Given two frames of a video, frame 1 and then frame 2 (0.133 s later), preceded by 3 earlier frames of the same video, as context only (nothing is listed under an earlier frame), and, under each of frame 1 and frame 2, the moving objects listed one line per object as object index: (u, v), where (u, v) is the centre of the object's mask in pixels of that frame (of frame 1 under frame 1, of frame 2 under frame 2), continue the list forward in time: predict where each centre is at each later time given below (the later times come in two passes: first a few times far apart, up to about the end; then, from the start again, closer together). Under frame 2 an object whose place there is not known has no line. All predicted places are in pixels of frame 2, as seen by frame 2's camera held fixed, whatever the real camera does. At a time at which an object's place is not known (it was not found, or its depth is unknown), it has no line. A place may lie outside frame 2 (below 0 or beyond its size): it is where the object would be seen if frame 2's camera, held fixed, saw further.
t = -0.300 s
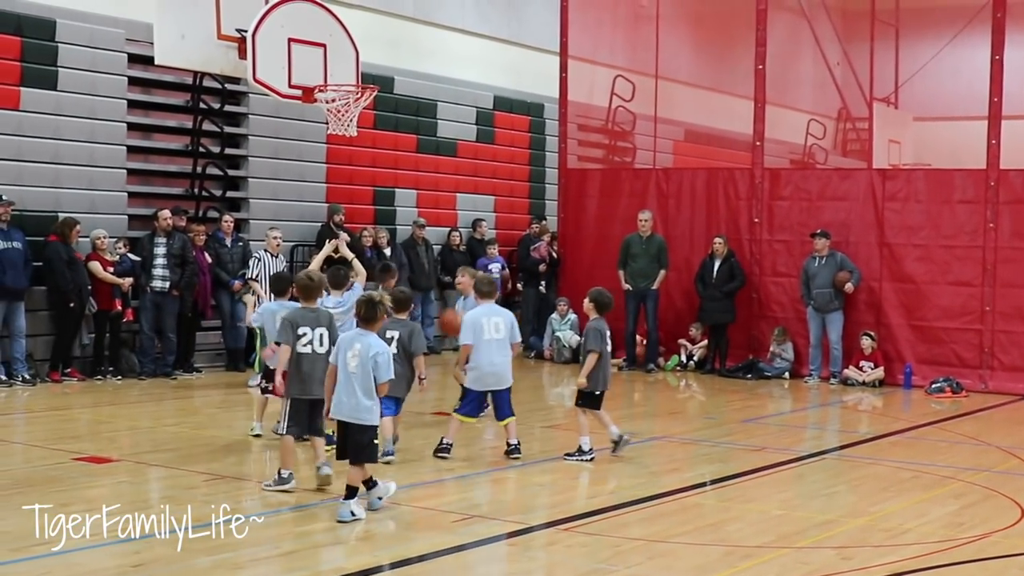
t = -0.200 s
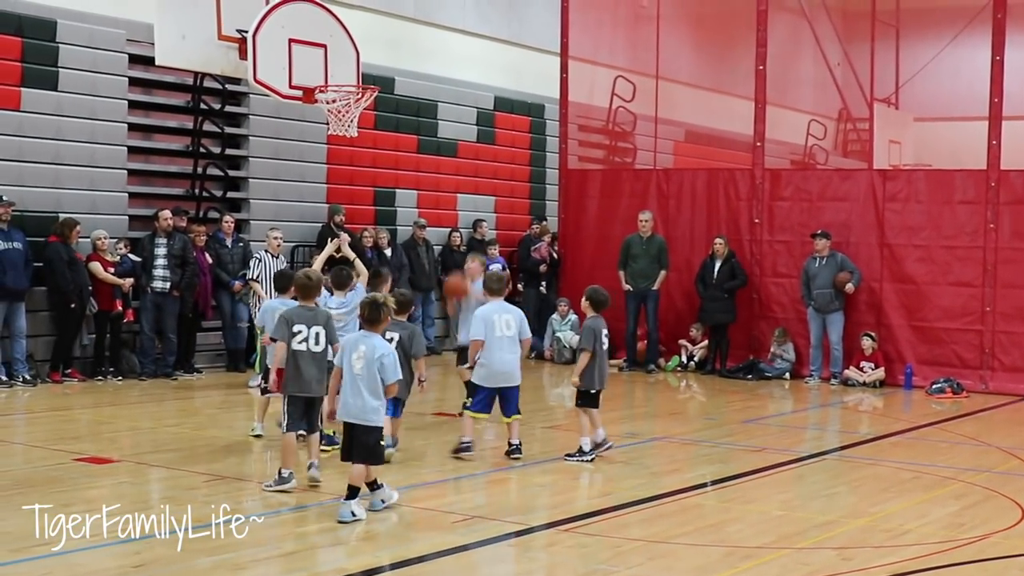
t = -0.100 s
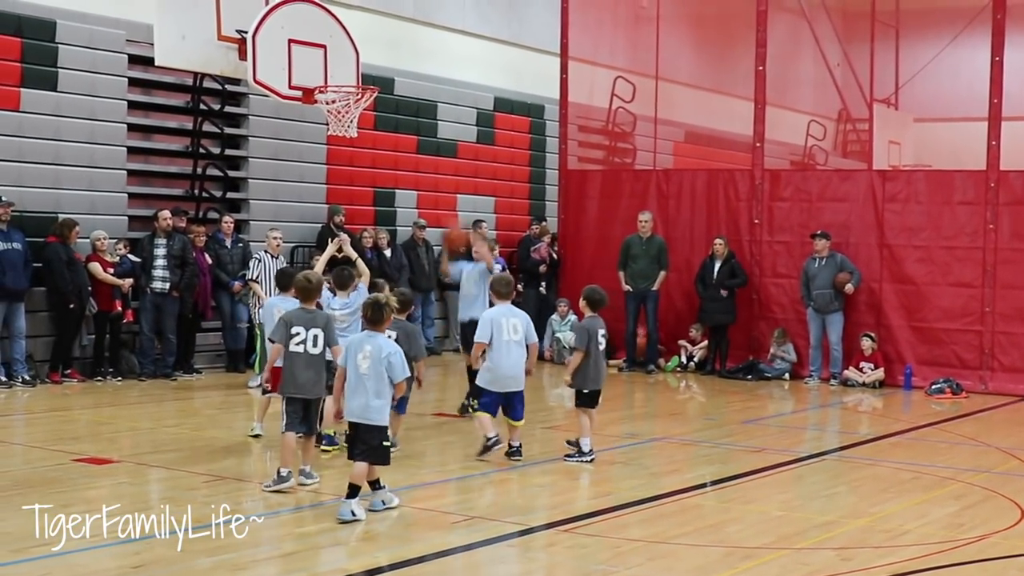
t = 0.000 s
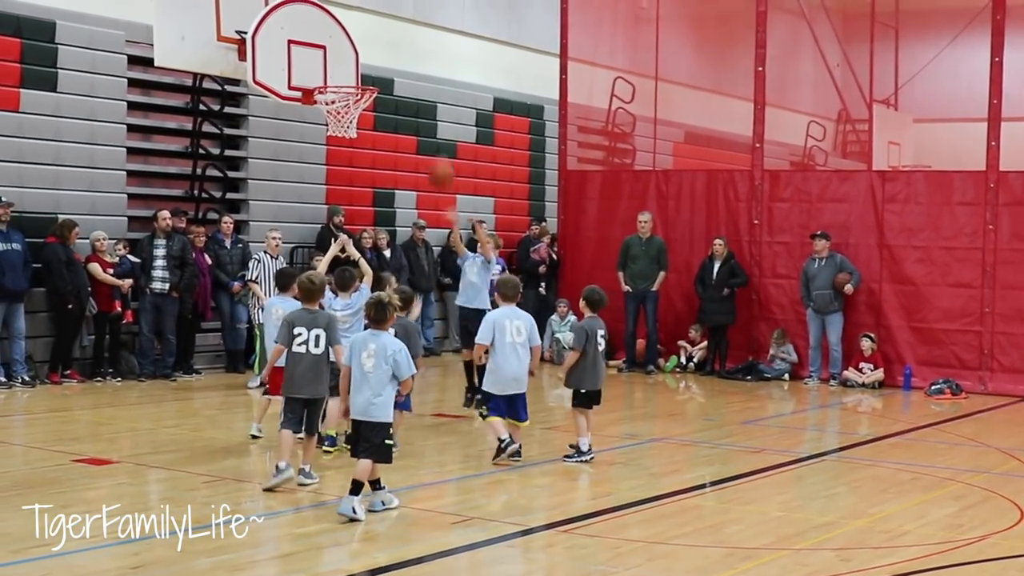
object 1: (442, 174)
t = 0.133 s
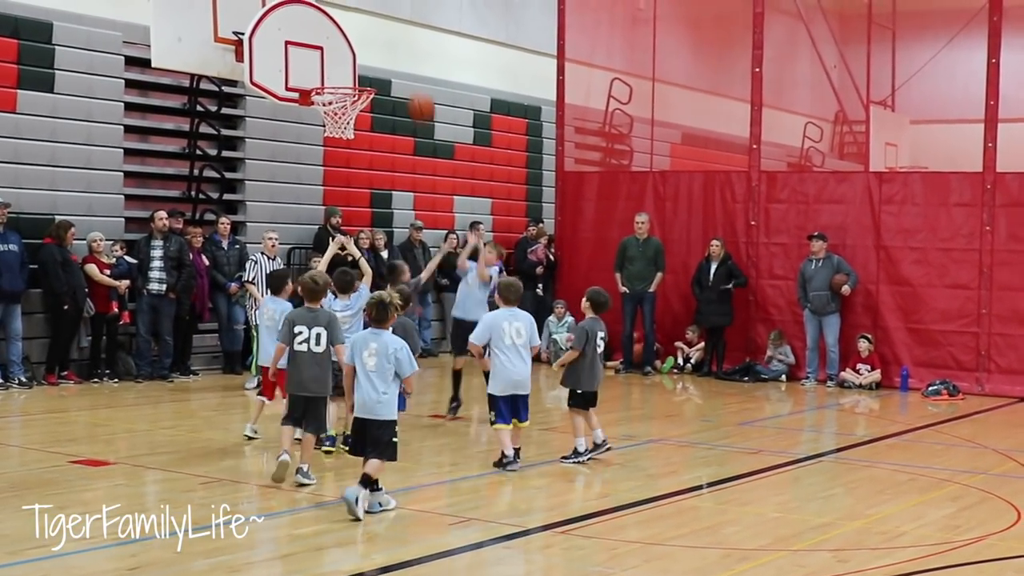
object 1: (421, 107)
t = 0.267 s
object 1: (401, 59)
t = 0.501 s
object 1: (363, 24)
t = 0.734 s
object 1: (320, 59)
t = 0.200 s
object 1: (410, 80)
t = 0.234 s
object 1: (406, 70)
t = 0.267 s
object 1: (401, 59)
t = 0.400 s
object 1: (380, 31)
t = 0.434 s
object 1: (374, 27)
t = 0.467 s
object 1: (369, 25)
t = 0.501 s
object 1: (363, 24)
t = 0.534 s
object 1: (357, 24)
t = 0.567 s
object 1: (352, 26)
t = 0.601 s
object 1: (346, 30)
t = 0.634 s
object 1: (339, 35)
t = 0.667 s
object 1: (333, 40)
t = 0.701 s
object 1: (327, 49)
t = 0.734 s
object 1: (320, 59)
